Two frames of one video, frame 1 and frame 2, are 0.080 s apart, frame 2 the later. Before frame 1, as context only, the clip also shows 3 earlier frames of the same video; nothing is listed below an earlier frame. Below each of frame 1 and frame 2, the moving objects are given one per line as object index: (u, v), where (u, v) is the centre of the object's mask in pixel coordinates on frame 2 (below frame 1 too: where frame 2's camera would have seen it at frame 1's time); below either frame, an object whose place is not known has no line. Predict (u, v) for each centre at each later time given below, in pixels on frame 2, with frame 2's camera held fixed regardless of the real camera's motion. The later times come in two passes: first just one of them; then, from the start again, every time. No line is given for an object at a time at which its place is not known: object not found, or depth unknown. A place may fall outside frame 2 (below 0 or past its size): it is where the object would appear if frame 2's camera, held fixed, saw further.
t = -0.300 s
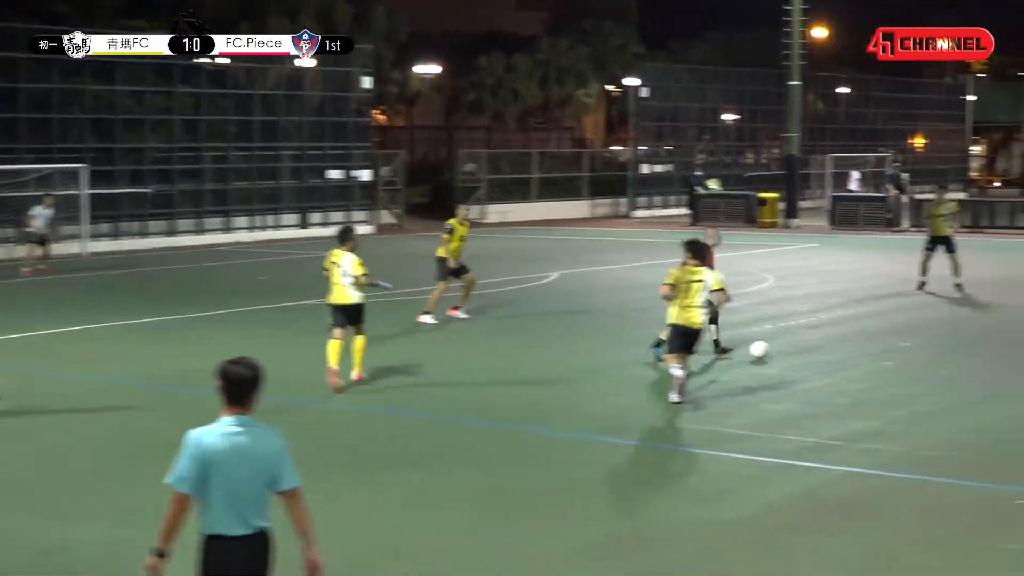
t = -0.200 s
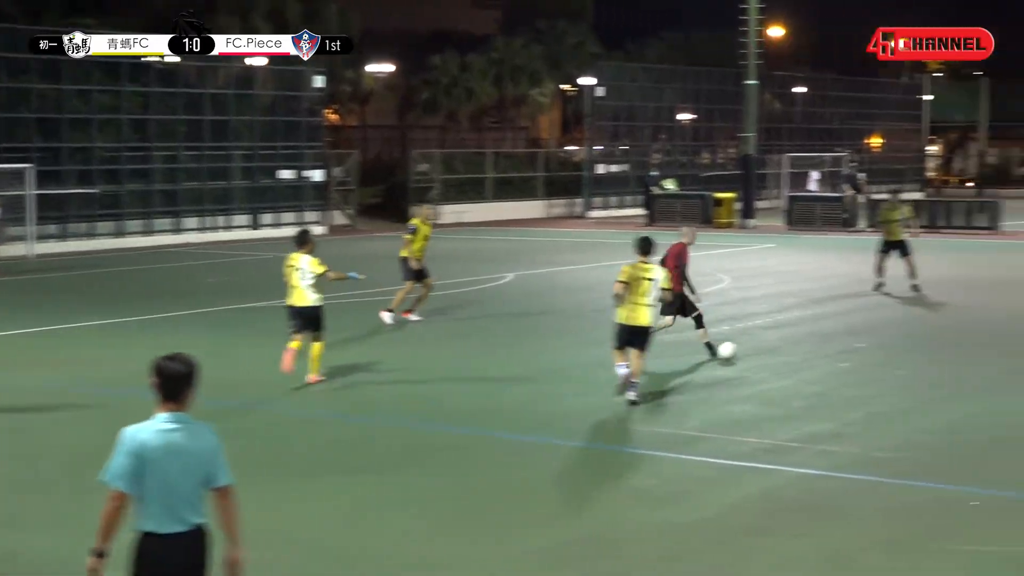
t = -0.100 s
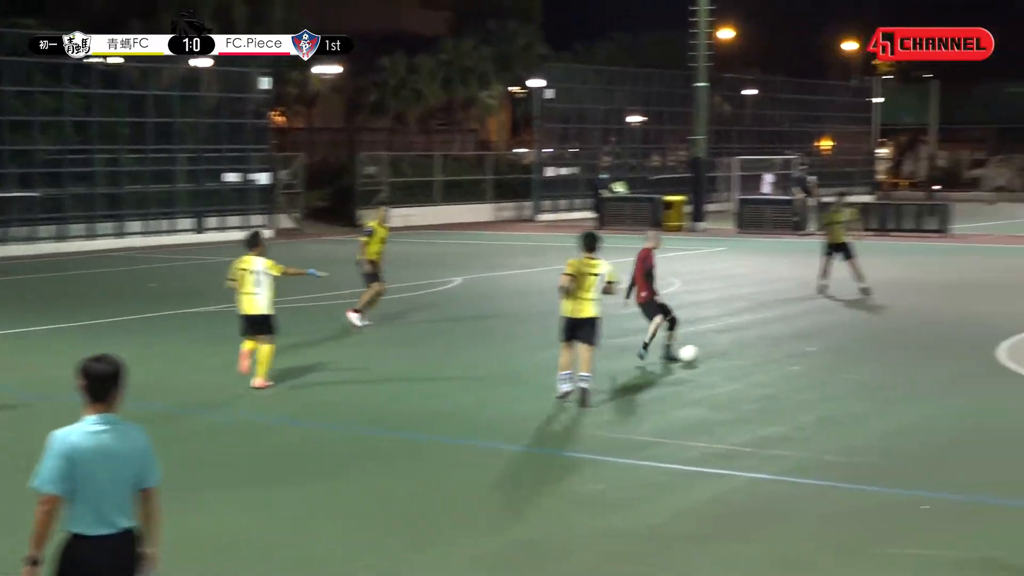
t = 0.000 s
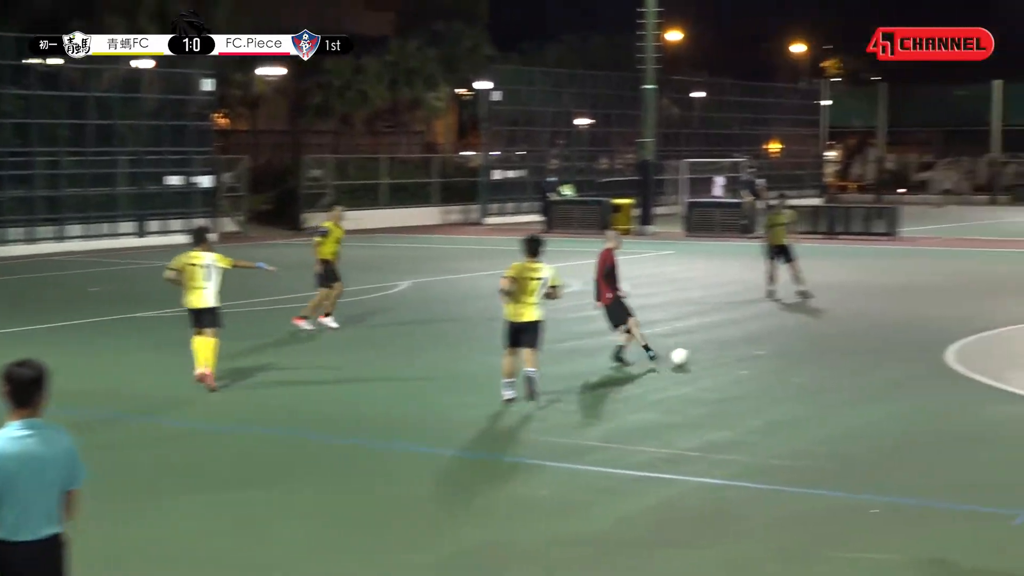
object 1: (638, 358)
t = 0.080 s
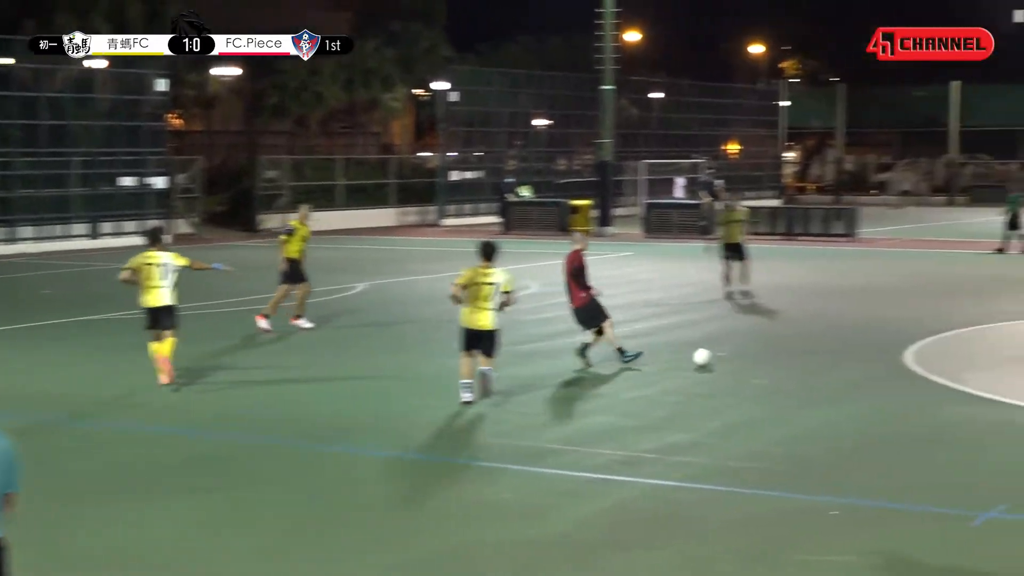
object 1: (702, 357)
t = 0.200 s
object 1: (789, 356)
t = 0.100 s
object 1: (717, 357)
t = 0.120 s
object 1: (731, 357)
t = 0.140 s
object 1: (746, 356)
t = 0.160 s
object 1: (761, 356)
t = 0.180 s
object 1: (775, 357)
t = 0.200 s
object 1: (789, 356)
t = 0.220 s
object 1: (803, 356)
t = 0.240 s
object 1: (816, 356)
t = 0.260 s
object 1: (829, 356)
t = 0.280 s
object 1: (842, 356)
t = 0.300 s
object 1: (855, 356)
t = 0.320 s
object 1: (868, 356)
